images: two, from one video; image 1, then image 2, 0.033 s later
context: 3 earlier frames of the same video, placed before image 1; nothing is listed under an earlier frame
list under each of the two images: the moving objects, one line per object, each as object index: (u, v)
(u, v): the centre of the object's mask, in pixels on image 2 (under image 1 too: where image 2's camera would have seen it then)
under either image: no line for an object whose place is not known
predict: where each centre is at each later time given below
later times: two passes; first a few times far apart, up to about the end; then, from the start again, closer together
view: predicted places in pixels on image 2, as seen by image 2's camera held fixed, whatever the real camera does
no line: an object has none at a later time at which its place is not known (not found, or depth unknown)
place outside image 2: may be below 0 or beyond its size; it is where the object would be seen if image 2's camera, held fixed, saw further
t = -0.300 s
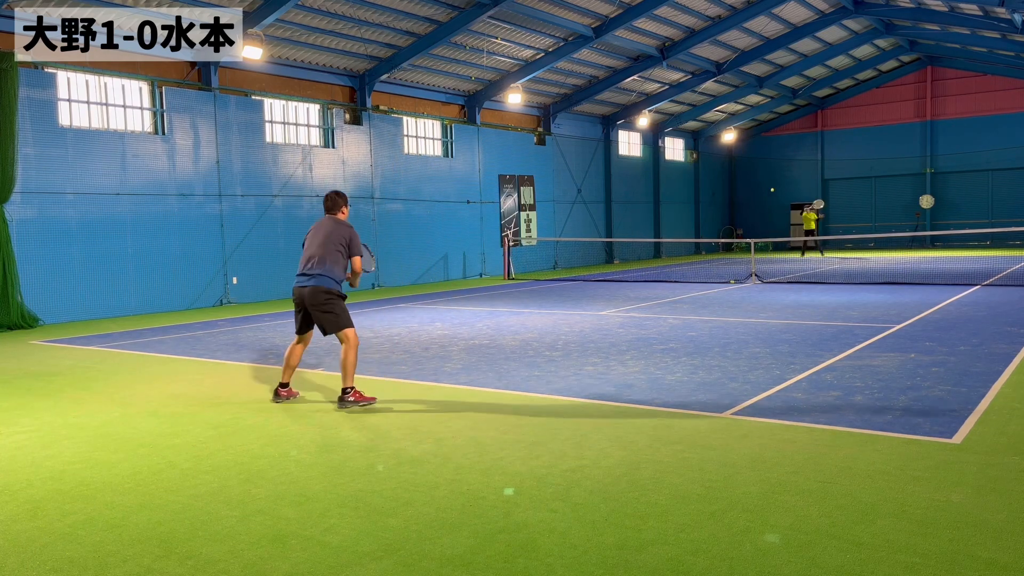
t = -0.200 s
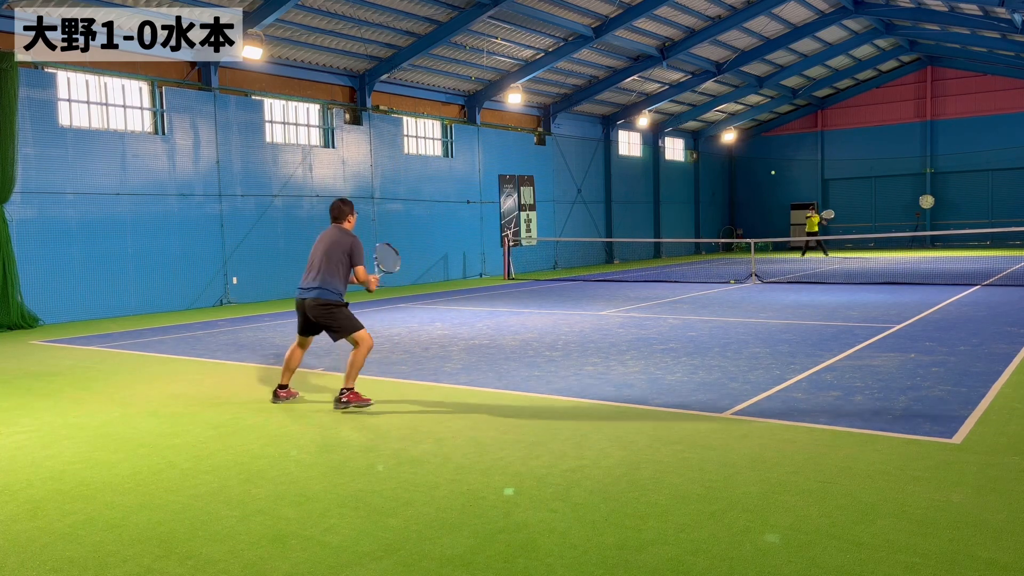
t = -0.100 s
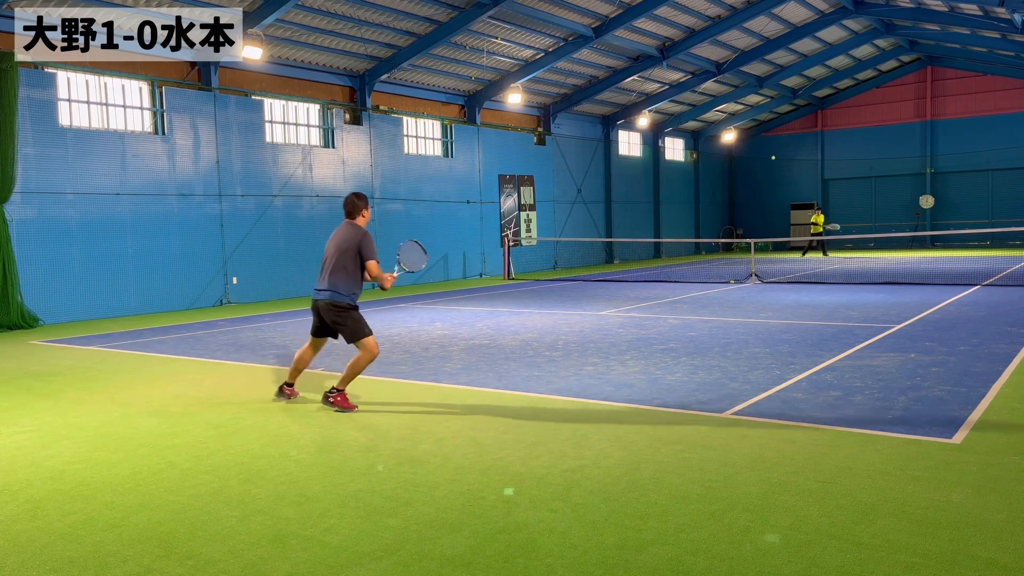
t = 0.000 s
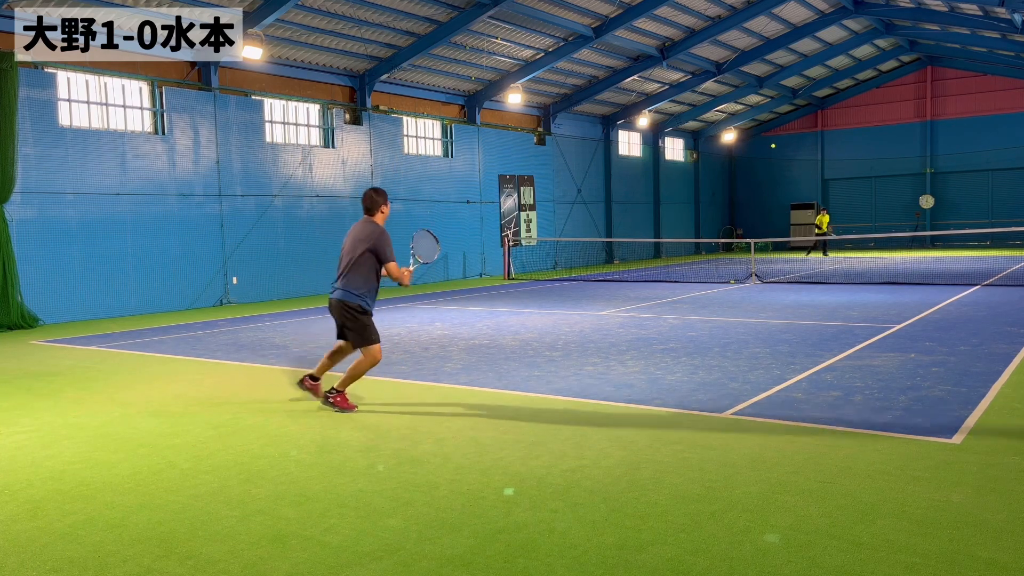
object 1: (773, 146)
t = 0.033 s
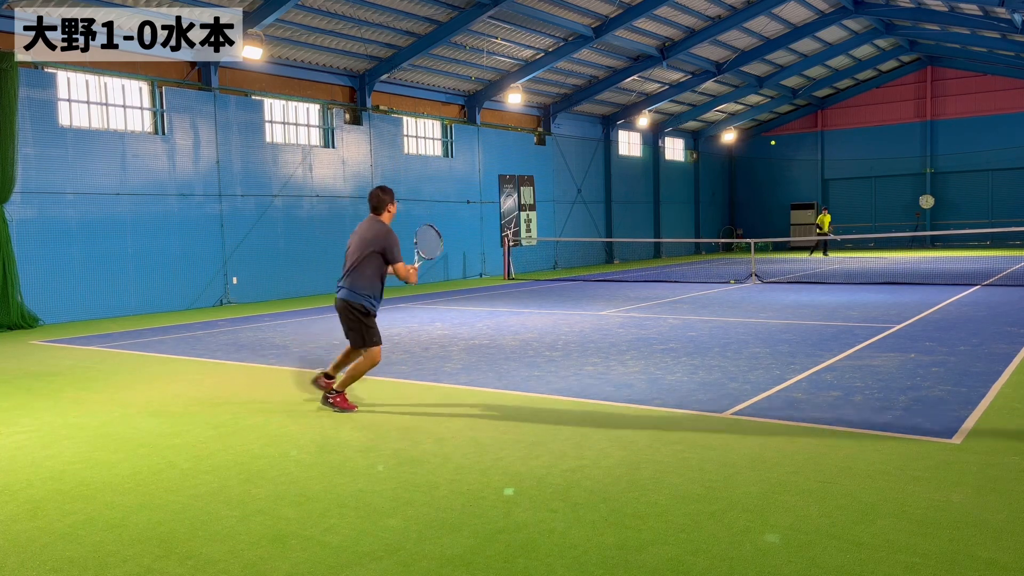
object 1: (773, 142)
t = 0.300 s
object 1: (769, 138)
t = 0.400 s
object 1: (767, 151)
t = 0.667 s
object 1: (756, 256)
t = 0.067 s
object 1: (772, 140)
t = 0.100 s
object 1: (772, 138)
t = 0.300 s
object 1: (769, 138)
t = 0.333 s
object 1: (768, 141)
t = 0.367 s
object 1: (768, 145)
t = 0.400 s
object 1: (767, 151)
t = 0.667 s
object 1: (756, 256)
